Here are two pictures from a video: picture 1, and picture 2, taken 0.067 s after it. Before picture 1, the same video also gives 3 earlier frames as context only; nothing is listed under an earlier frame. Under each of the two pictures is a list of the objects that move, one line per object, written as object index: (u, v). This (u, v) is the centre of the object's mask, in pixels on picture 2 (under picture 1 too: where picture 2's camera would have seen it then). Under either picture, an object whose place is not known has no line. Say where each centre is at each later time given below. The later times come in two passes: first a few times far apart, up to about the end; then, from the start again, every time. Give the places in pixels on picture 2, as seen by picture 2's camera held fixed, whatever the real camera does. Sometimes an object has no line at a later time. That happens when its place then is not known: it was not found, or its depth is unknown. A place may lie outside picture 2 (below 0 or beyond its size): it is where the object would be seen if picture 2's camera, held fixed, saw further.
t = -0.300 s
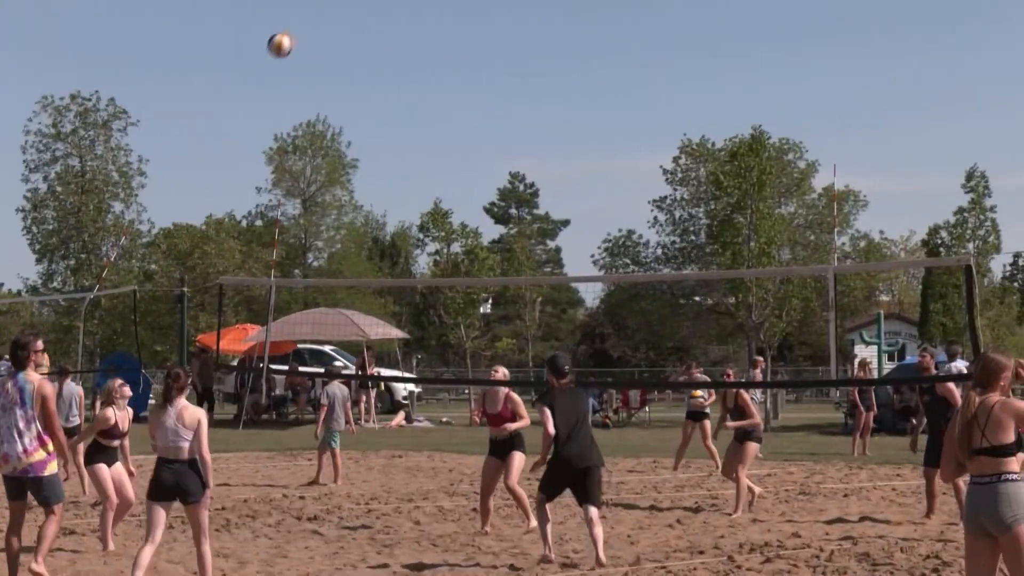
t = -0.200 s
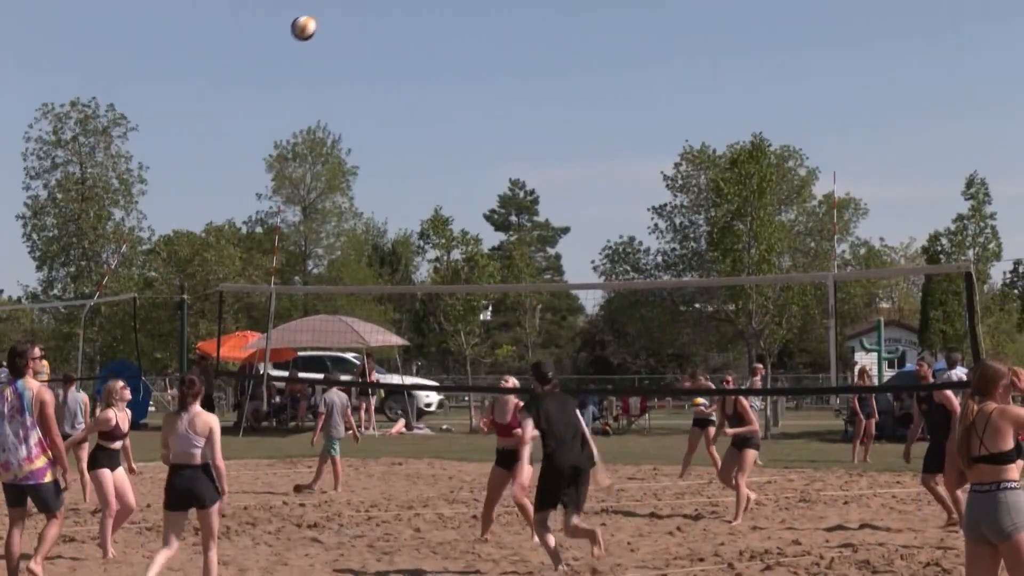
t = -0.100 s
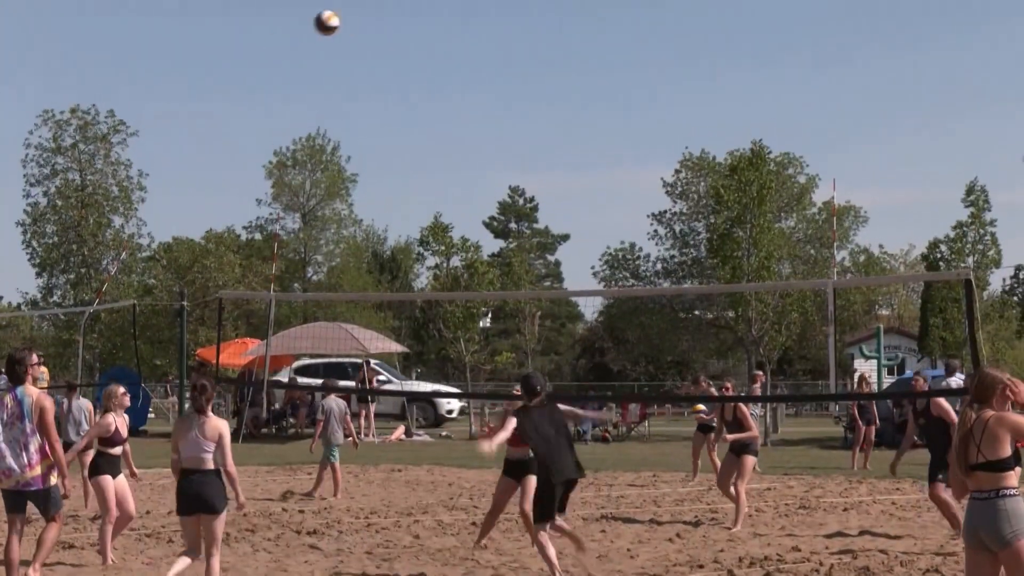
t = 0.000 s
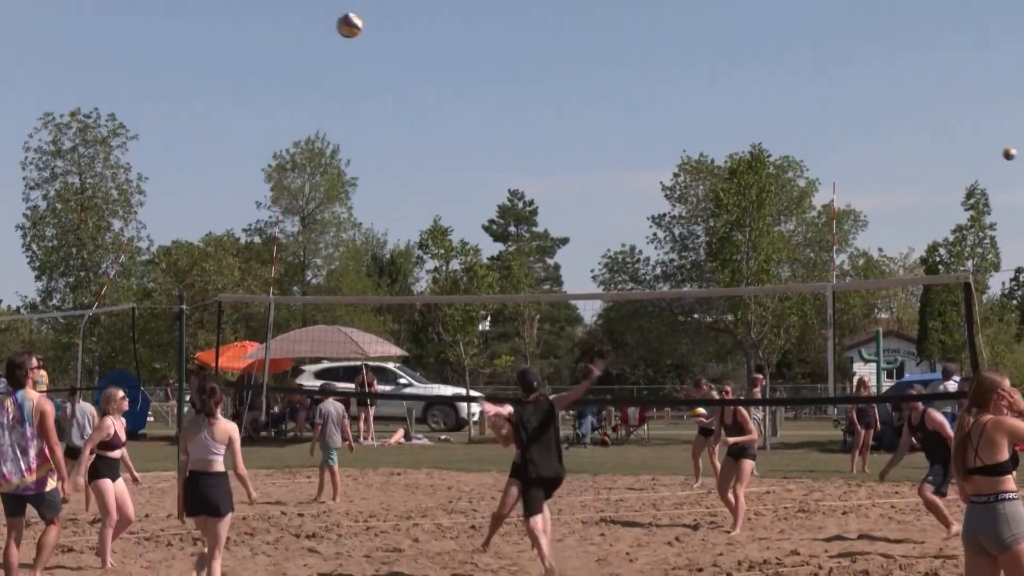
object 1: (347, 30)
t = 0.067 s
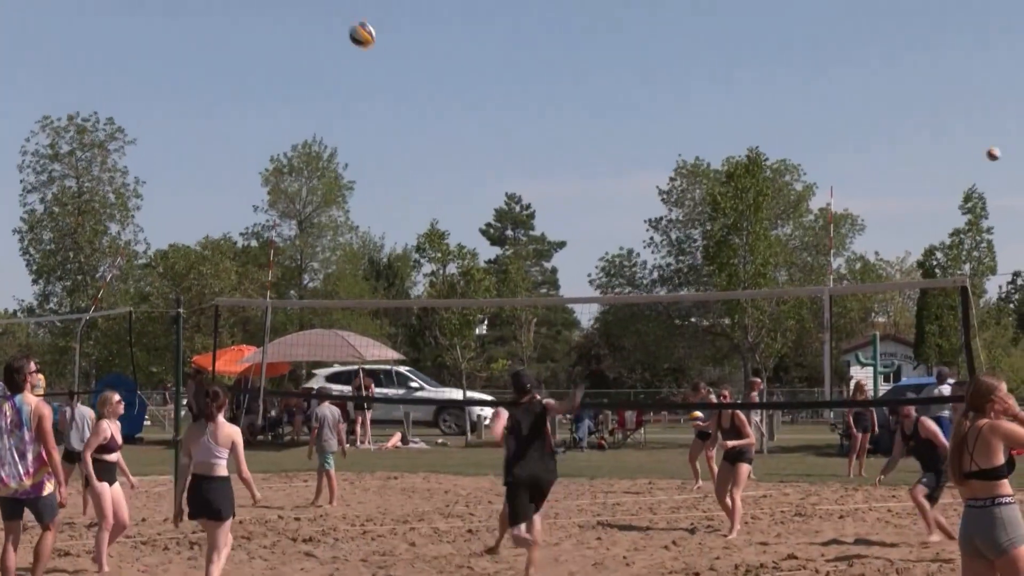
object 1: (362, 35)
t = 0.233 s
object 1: (400, 70)
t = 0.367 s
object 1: (431, 117)
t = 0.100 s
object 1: (370, 40)
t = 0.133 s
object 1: (377, 46)
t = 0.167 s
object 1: (385, 53)
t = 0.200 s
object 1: (393, 61)
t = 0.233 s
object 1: (400, 70)
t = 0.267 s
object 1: (408, 79)
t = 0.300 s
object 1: (416, 90)
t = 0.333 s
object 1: (423, 104)
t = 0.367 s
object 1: (431, 117)
